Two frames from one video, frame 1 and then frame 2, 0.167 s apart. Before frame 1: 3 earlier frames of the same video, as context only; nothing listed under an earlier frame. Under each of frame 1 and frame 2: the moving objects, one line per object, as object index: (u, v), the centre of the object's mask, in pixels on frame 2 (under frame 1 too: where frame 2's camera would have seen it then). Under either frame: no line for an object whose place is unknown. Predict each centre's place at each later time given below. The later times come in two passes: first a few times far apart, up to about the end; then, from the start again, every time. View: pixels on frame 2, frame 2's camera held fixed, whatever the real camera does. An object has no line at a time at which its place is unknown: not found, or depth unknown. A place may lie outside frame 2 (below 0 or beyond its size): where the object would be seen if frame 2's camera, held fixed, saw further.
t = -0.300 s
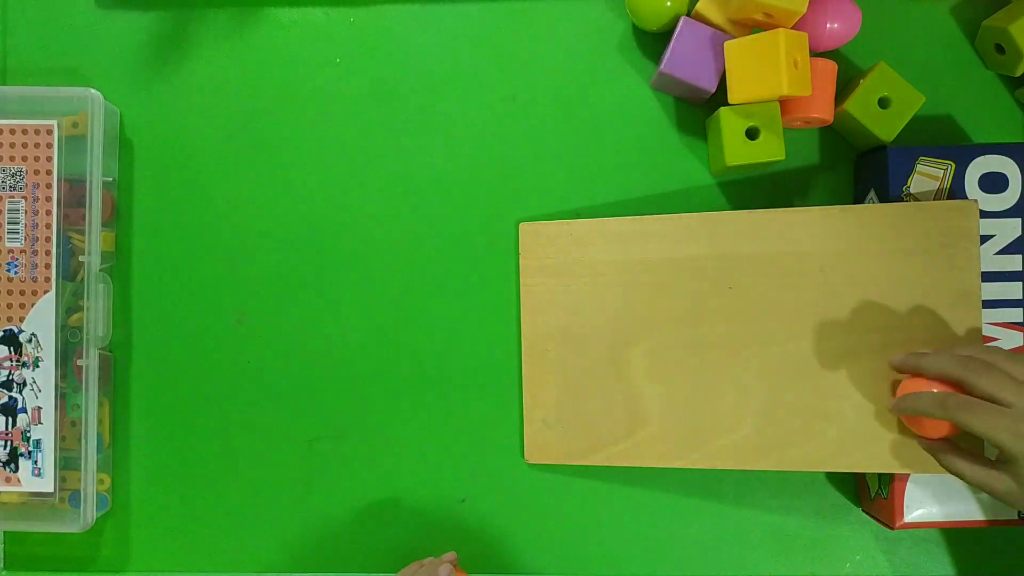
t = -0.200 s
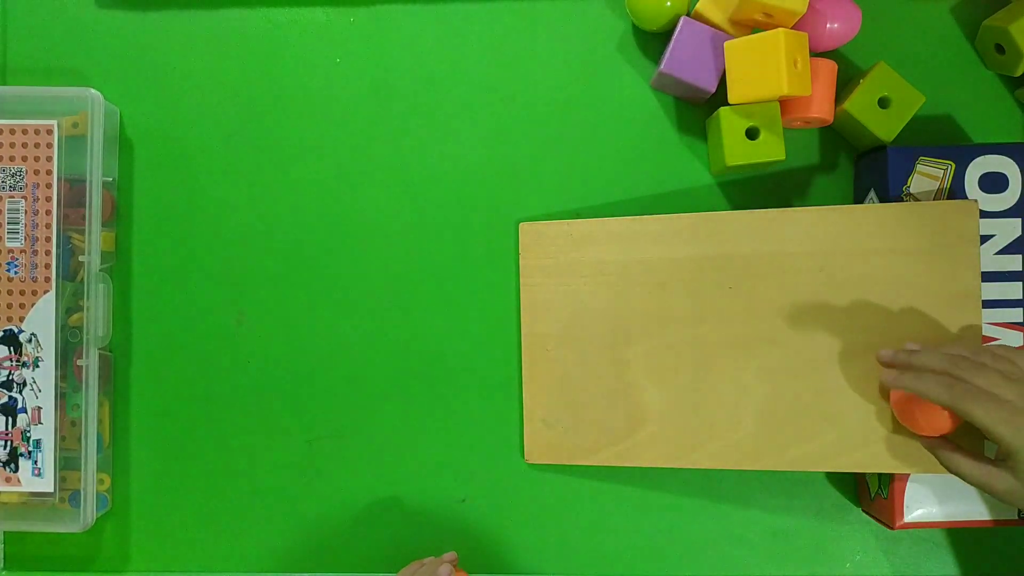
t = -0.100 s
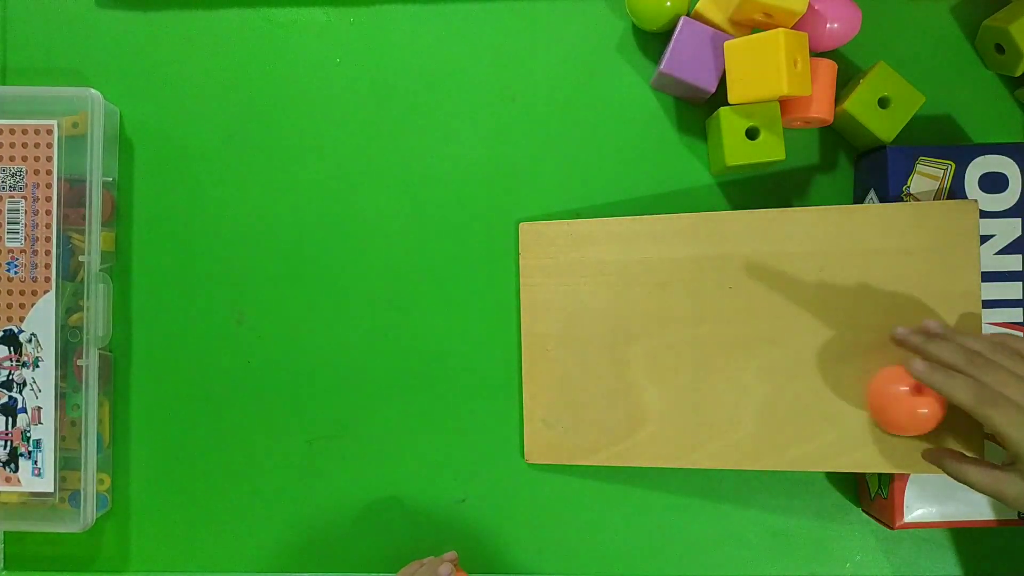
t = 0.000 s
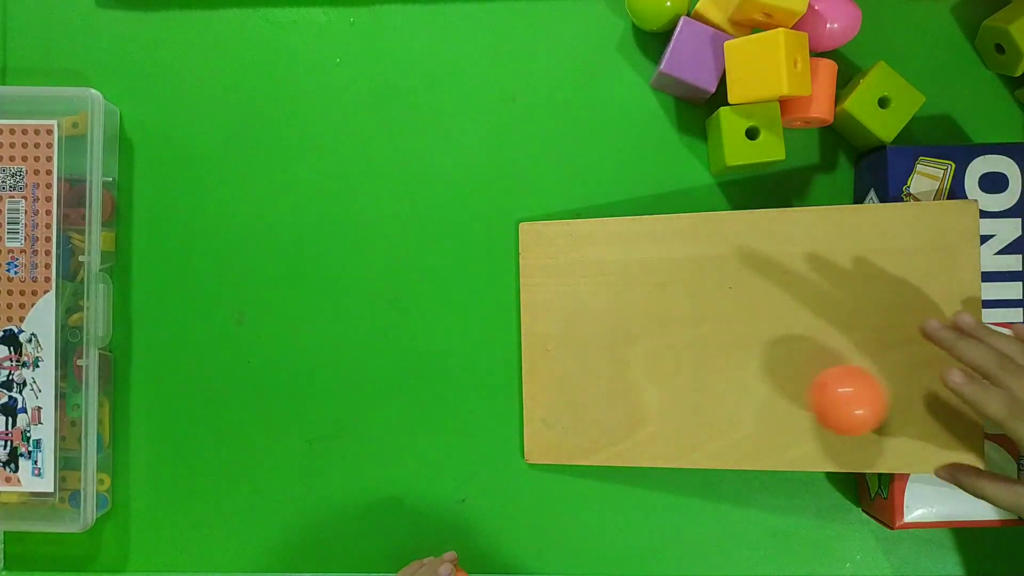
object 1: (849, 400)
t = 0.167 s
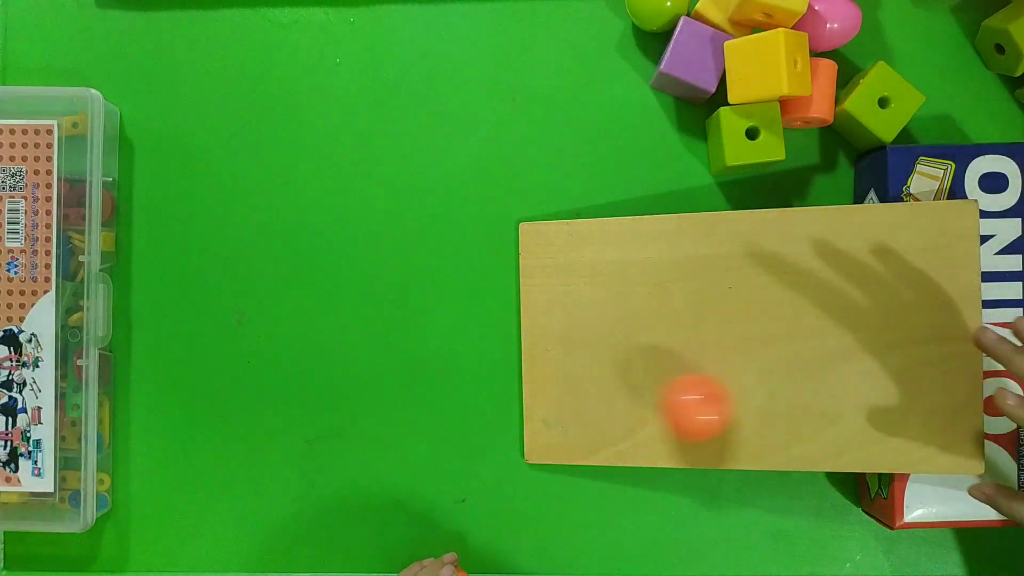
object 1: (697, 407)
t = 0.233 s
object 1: (617, 412)
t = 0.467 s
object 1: (317, 432)
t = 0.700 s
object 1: (151, 460)
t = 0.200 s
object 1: (658, 409)
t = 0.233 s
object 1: (617, 412)
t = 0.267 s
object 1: (577, 413)
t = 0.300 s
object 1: (532, 415)
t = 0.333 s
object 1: (487, 416)
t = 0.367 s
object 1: (445, 419)
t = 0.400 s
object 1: (401, 423)
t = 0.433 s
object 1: (360, 427)
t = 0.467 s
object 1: (317, 432)
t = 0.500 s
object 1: (277, 436)
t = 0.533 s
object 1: (240, 439)
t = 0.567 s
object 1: (202, 444)
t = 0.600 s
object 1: (167, 449)
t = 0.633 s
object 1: (135, 453)
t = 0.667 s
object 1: (142, 456)
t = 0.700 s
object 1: (151, 460)
